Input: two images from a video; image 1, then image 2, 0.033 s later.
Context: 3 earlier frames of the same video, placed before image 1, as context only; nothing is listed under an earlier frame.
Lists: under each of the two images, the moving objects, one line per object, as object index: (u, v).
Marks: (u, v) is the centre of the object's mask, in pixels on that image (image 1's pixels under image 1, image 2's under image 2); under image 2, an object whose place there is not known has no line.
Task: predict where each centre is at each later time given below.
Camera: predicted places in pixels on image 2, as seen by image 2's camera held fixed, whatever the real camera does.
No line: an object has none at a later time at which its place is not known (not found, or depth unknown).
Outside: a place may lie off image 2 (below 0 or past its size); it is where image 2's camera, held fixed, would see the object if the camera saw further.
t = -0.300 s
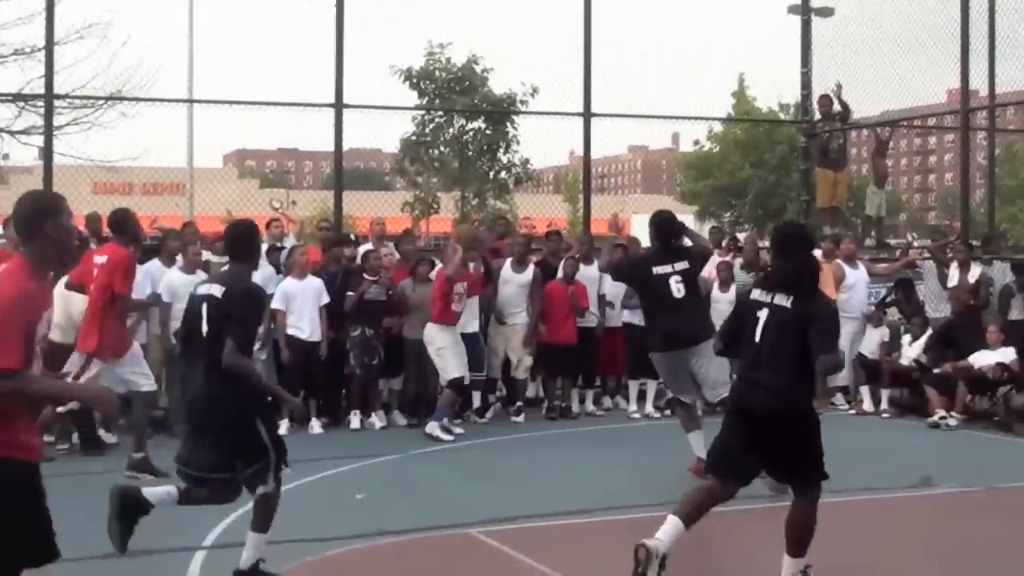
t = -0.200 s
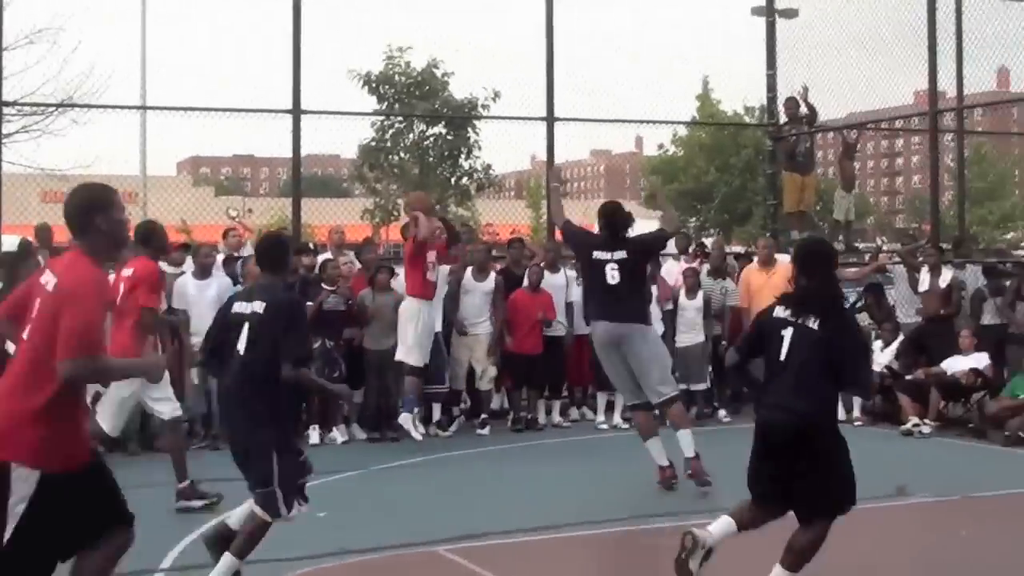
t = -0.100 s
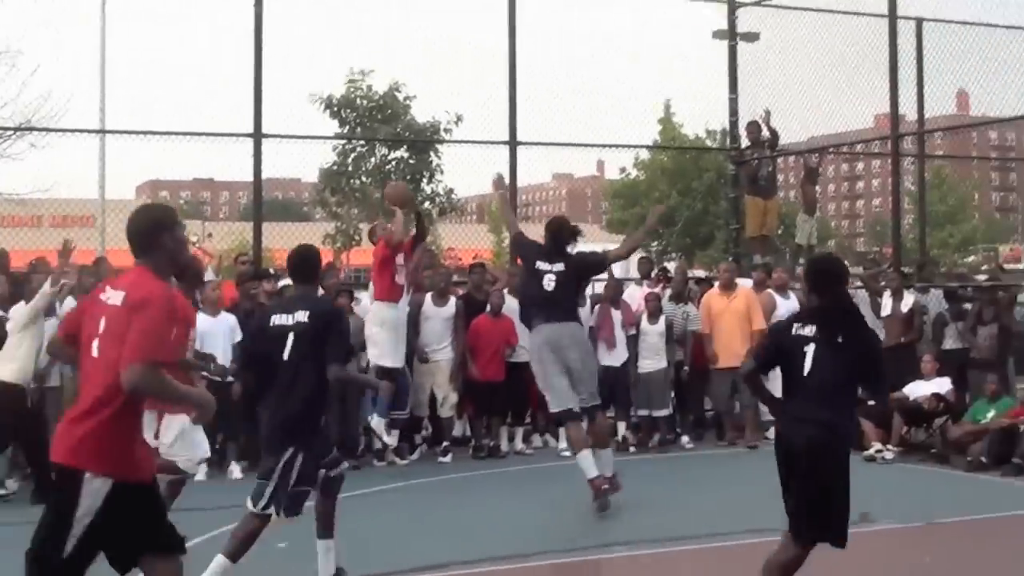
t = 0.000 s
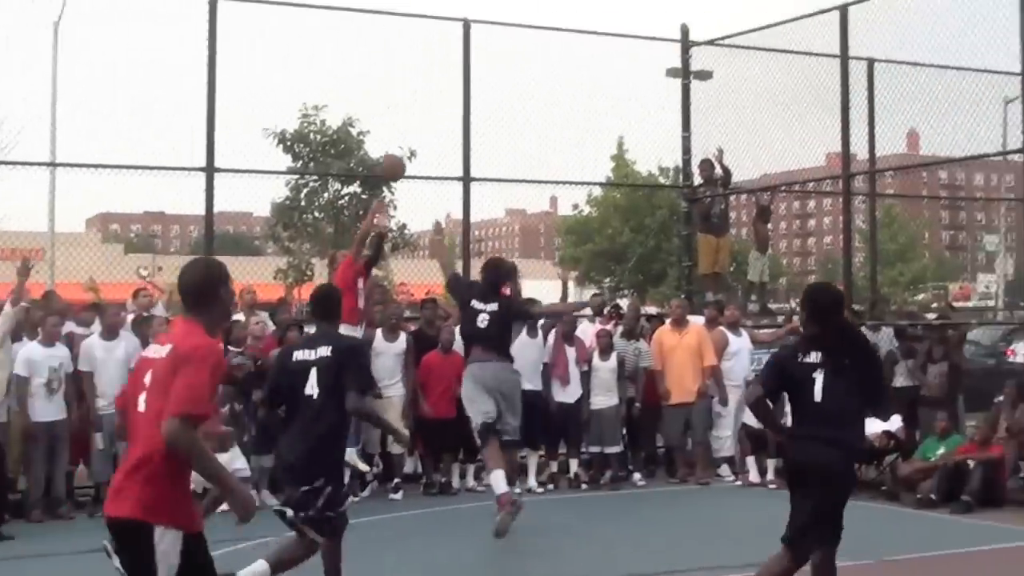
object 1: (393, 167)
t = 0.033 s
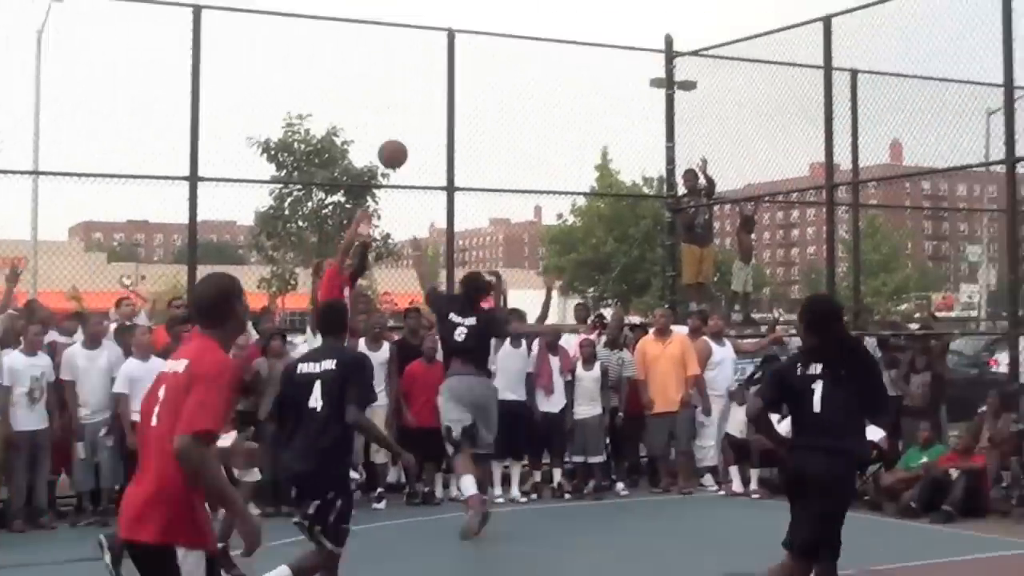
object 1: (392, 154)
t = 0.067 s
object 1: (411, 132)
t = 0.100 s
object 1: (429, 111)
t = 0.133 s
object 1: (447, 91)
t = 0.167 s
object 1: (467, 72)
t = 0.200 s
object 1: (486, 54)
